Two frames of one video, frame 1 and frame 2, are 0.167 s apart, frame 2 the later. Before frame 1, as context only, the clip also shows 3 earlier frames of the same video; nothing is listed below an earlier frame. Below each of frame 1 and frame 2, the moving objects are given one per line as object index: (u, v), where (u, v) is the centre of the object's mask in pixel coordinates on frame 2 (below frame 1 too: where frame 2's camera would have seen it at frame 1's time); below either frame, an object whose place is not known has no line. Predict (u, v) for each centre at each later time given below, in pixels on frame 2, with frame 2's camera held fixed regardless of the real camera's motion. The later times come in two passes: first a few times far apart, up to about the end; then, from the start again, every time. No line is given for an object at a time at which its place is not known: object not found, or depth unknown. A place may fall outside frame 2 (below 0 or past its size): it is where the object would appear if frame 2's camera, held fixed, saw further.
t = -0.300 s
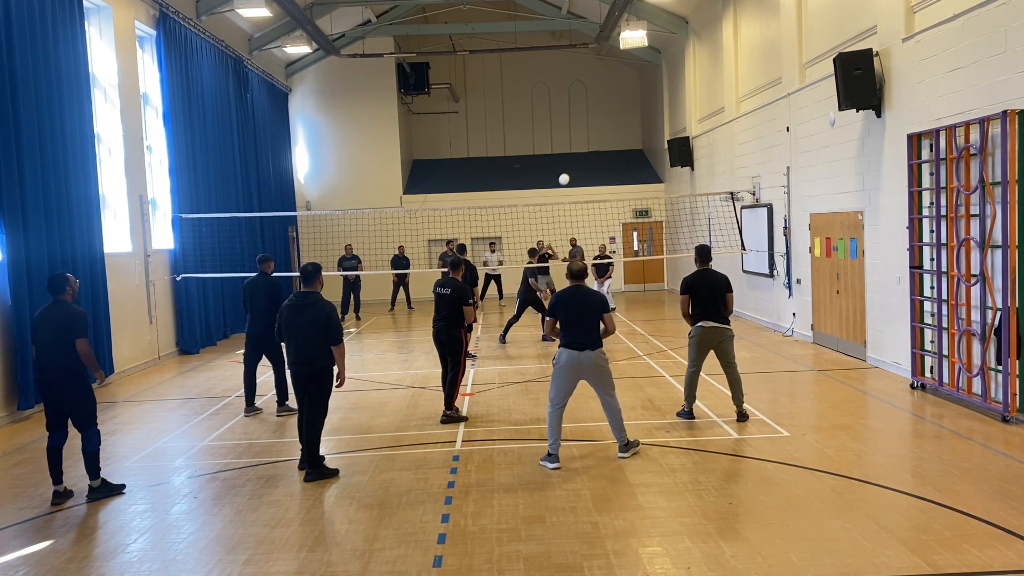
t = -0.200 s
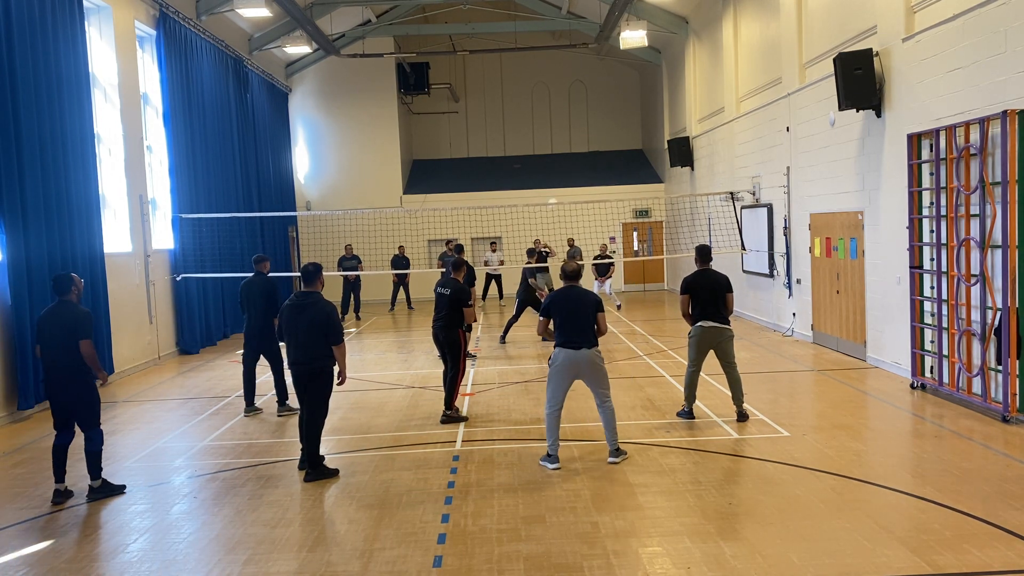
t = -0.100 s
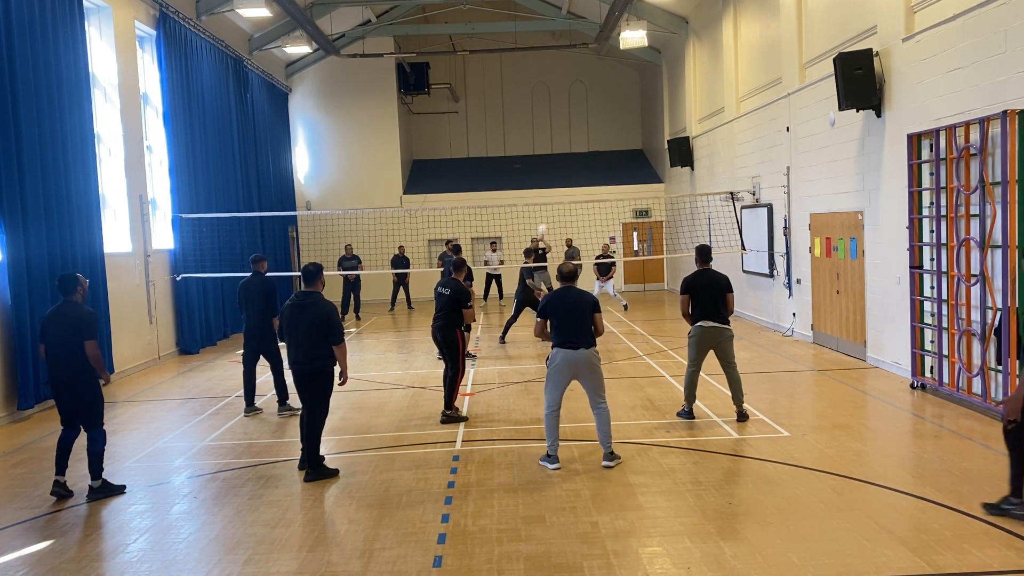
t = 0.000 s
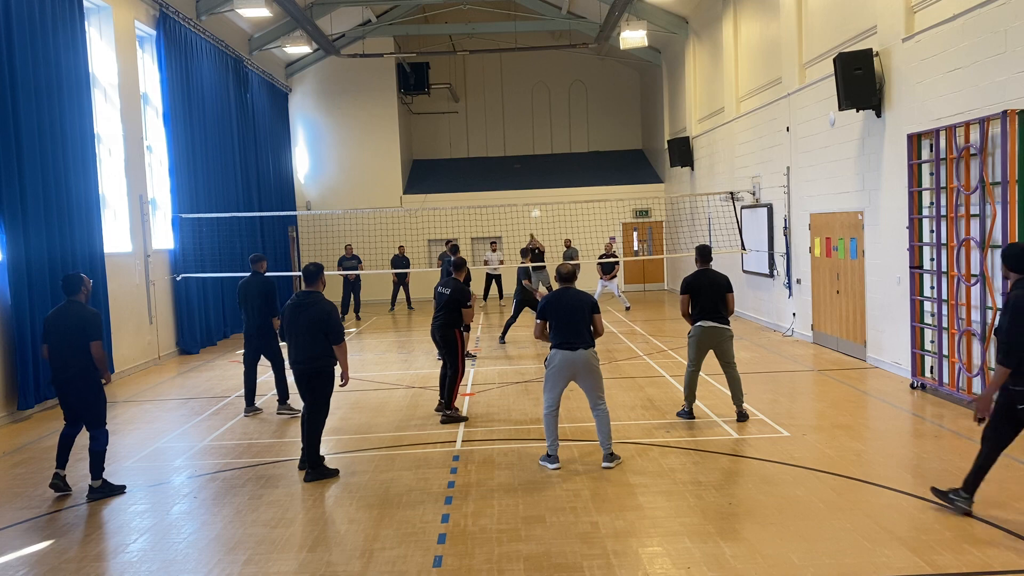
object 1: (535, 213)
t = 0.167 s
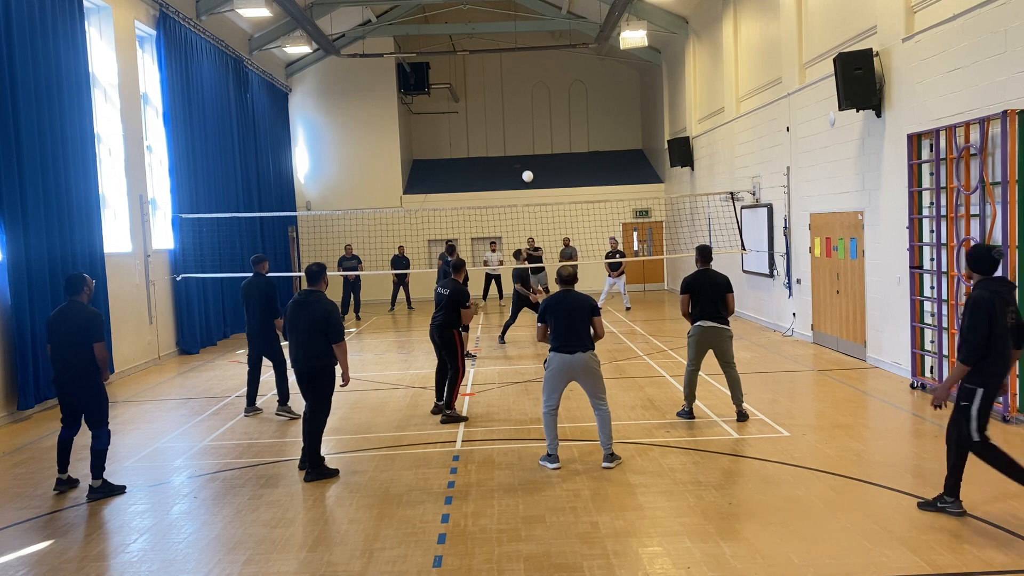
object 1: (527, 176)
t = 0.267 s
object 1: (523, 158)
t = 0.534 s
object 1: (519, 133)
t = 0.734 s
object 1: (521, 140)
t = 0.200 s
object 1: (526, 170)
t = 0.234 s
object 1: (524, 164)
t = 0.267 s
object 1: (523, 158)
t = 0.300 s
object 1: (522, 153)
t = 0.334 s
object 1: (521, 149)
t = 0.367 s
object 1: (520, 145)
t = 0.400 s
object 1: (519, 141)
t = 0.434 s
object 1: (519, 138)
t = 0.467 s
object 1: (519, 136)
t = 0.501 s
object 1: (519, 134)
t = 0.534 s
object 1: (519, 133)
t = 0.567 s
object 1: (519, 132)
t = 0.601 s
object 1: (519, 132)
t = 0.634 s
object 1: (520, 133)
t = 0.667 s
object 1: (520, 134)
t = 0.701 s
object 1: (521, 137)
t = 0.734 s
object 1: (521, 140)
